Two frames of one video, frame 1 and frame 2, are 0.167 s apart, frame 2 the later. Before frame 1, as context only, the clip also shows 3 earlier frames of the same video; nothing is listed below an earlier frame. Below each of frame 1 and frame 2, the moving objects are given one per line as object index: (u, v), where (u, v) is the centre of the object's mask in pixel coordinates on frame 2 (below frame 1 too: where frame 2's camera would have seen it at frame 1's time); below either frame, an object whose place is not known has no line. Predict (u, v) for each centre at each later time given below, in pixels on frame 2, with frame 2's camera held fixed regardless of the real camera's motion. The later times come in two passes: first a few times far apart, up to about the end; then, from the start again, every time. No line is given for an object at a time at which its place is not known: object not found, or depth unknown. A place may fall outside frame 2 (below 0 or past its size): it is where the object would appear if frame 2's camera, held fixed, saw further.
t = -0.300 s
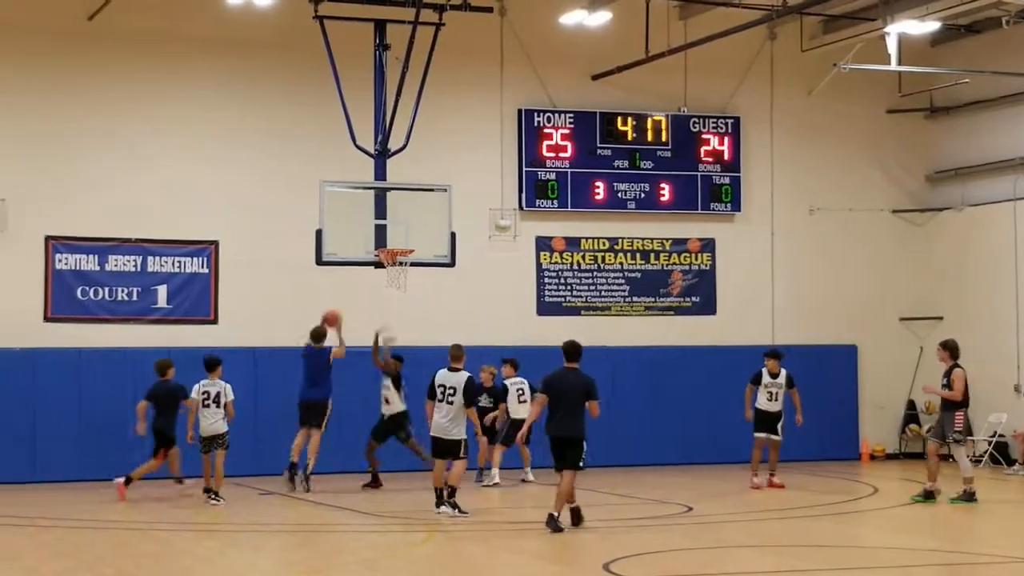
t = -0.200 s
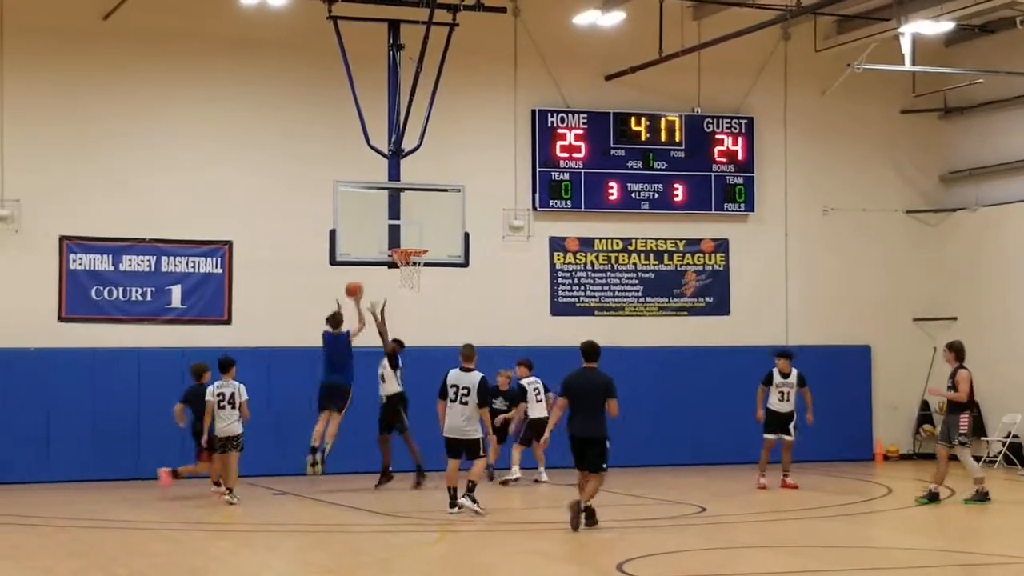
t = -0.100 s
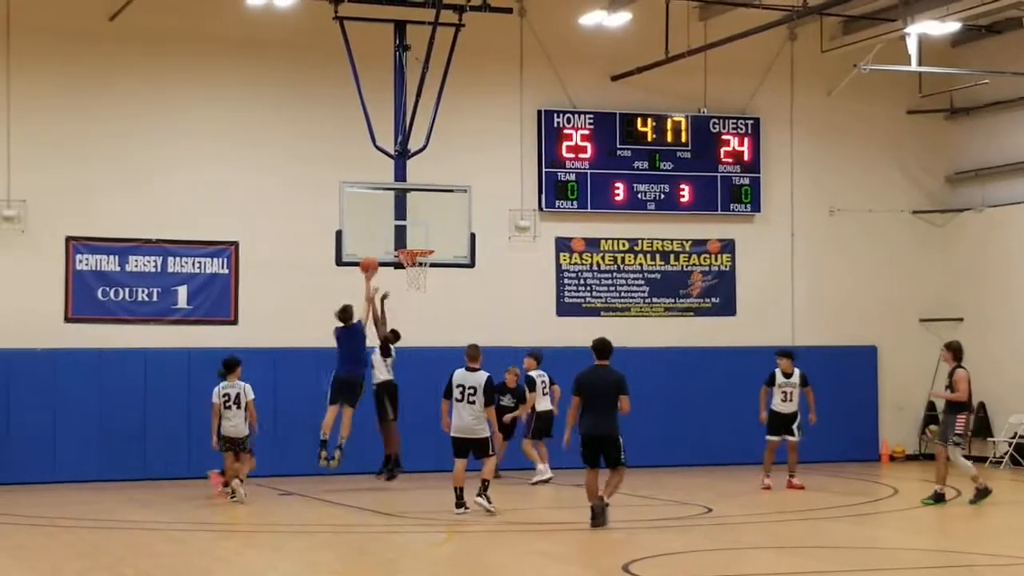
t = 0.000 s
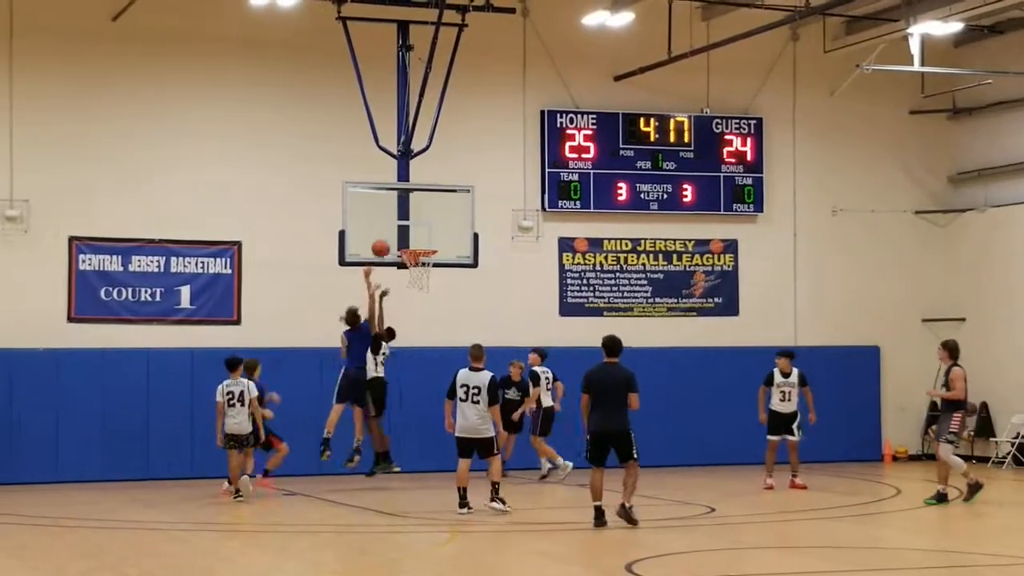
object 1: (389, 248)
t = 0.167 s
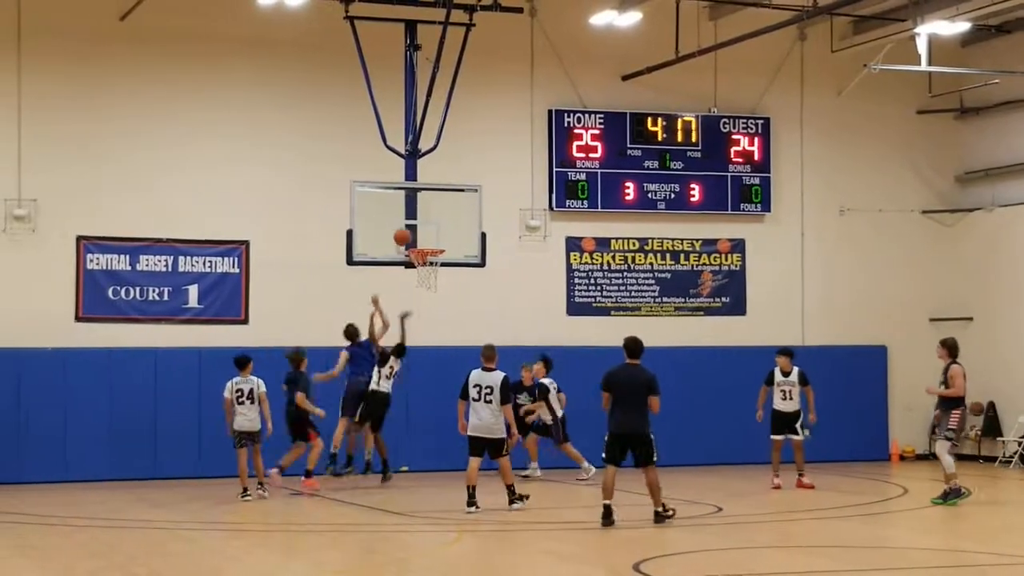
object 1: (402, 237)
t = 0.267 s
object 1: (412, 240)
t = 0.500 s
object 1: (434, 265)
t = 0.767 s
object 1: (438, 297)
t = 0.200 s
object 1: (406, 238)
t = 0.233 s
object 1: (409, 239)
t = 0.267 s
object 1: (412, 240)
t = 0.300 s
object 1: (416, 241)
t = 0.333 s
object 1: (418, 243)
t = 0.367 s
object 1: (422, 244)
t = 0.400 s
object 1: (426, 251)
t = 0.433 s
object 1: (426, 257)
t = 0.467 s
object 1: (433, 261)
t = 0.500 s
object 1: (434, 265)
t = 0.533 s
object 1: (435, 268)
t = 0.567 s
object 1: (436, 270)
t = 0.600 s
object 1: (436, 272)
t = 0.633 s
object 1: (437, 276)
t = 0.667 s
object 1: (437, 280)
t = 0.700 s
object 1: (437, 284)
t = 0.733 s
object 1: (438, 290)
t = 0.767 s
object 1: (438, 297)
